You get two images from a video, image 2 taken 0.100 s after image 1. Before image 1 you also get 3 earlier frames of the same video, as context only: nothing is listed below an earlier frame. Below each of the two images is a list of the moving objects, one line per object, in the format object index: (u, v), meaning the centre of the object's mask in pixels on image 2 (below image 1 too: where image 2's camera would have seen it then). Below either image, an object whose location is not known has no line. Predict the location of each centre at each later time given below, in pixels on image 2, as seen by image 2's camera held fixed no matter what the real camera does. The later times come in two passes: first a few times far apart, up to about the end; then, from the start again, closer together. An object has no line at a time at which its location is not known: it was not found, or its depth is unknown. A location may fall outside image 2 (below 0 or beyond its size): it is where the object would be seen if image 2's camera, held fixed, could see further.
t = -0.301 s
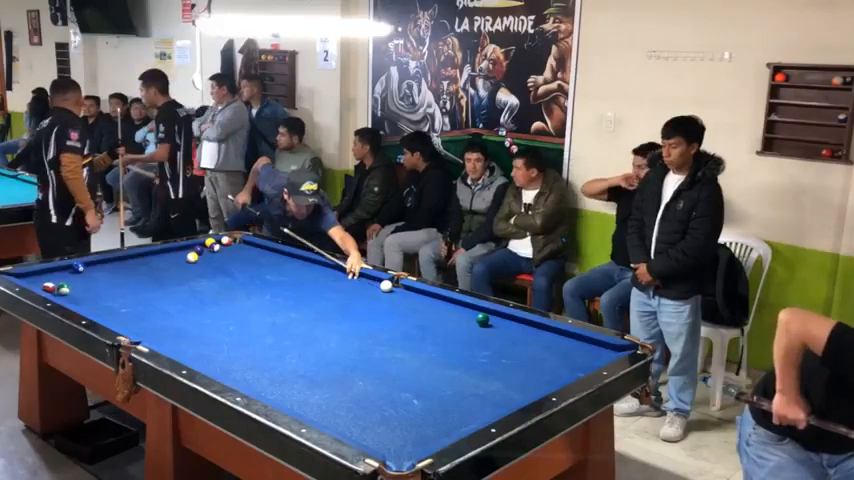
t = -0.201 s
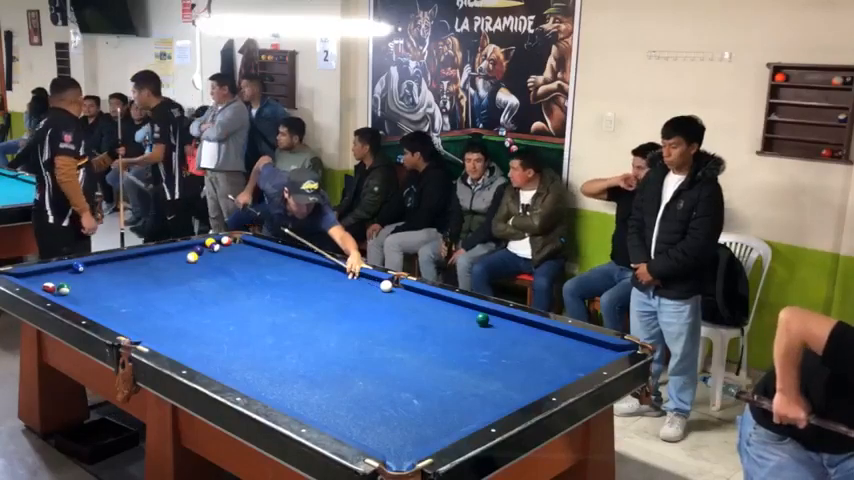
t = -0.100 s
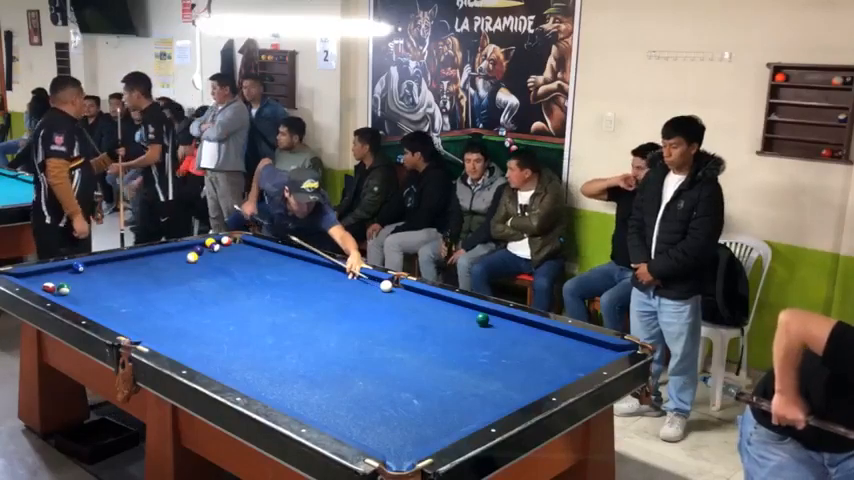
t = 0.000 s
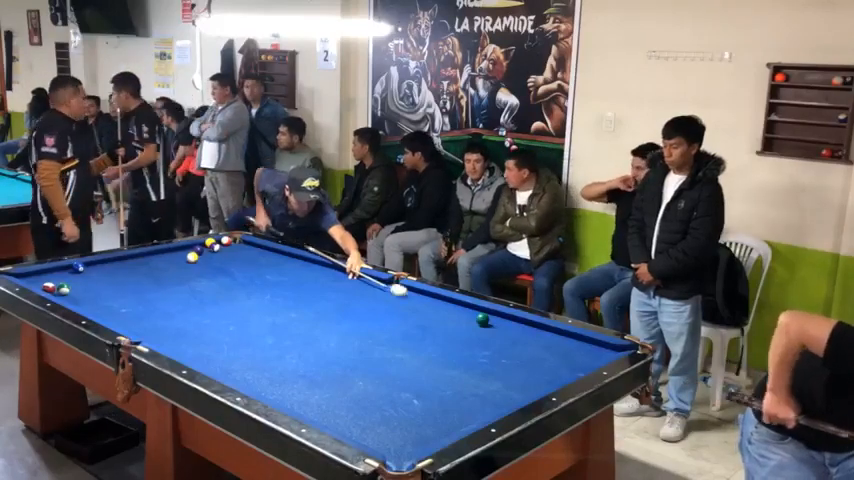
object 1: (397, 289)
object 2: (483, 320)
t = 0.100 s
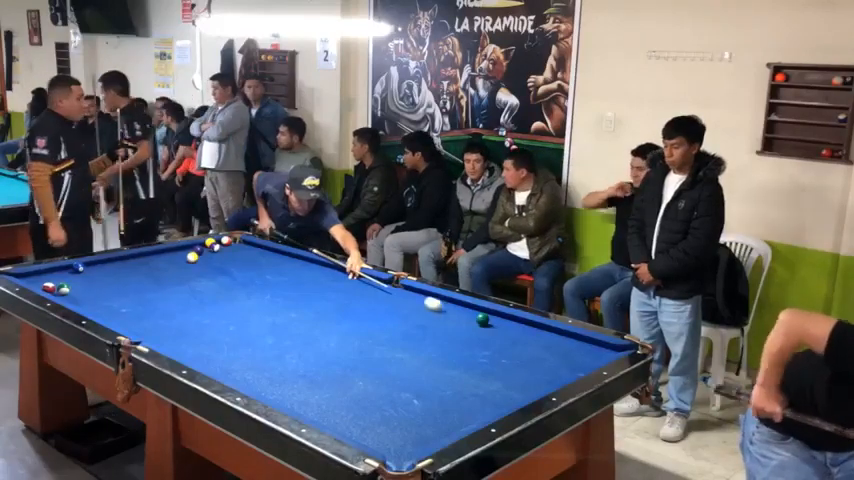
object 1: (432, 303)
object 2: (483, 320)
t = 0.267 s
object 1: (469, 325)
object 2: (500, 321)
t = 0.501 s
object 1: (477, 355)
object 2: (529, 327)
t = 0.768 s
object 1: (491, 397)
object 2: (543, 338)
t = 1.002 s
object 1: (440, 415)
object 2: (554, 347)
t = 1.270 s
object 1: (350, 425)
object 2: (567, 358)
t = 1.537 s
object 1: (329, 402)
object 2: (579, 366)
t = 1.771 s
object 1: (324, 379)
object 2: (561, 369)
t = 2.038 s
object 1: (318, 357)
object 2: (539, 369)
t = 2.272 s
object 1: (313, 340)
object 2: (520, 368)
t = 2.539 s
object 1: (309, 324)
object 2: (501, 369)
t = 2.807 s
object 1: (305, 310)
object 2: (482, 369)
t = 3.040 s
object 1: (301, 299)
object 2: (467, 369)
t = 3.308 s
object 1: (297, 288)
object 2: (450, 369)
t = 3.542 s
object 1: (294, 279)
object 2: (436, 369)
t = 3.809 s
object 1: (291, 270)
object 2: (422, 370)
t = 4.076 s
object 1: (288, 262)
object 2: (409, 370)
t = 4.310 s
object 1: (287, 256)
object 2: (399, 370)
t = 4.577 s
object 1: (276, 252)
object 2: (389, 371)
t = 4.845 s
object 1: (262, 251)
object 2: (381, 371)
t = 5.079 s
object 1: (250, 250)
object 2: (375, 372)
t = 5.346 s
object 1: (237, 249)
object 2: (369, 372)
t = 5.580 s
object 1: (227, 248)
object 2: (365, 372)
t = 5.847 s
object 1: (220, 248)
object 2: (362, 372)
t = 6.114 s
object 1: (218, 248)
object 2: (360, 372)
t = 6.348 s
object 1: (217, 248)
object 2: (359, 372)
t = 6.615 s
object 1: (217, 249)
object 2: (359, 372)
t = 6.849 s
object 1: (217, 249)
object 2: (359, 372)
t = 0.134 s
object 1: (444, 308)
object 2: (483, 320)
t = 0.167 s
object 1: (455, 312)
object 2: (483, 320)
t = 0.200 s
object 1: (467, 317)
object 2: (483, 320)
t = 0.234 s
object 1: (468, 321)
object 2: (491, 320)
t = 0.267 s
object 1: (469, 325)
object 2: (500, 321)
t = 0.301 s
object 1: (470, 329)
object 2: (508, 321)
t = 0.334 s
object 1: (471, 333)
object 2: (515, 322)
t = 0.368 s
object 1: (472, 337)
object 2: (522, 323)
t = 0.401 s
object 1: (473, 341)
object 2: (524, 324)
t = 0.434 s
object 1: (475, 346)
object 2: (525, 325)
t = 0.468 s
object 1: (476, 350)
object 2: (527, 326)
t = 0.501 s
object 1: (477, 355)
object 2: (529, 327)
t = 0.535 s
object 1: (479, 360)
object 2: (531, 328)
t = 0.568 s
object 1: (481, 365)
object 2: (532, 329)
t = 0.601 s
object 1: (482, 370)
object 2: (534, 331)
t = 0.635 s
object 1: (484, 375)
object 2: (536, 332)
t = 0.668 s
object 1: (485, 380)
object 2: (537, 333)
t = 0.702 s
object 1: (487, 386)
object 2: (539, 335)
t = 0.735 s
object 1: (489, 391)
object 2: (541, 337)
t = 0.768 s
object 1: (491, 397)
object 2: (543, 338)
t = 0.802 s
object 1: (492, 402)
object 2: (543, 339)
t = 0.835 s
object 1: (493, 407)
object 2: (546, 340)
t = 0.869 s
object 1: (484, 408)
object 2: (547, 342)
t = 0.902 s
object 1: (472, 411)
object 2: (549, 343)
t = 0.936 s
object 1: (462, 413)
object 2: (550, 344)
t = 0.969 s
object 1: (451, 414)
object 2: (552, 346)
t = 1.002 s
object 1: (440, 415)
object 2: (554, 347)
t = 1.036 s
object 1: (429, 416)
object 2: (555, 348)
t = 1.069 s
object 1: (418, 418)
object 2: (557, 350)
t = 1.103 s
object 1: (408, 418)
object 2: (559, 351)
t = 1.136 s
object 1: (396, 420)
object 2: (560, 352)
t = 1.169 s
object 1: (385, 422)
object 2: (562, 354)
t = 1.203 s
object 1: (373, 422)
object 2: (563, 355)
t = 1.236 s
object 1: (362, 424)
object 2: (565, 356)
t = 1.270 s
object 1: (350, 425)
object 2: (567, 358)
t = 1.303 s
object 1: (340, 423)
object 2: (568, 359)
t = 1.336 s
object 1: (334, 421)
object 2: (570, 359)
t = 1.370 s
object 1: (333, 419)
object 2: (572, 361)
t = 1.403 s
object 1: (333, 416)
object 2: (574, 363)
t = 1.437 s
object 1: (332, 412)
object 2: (575, 364)
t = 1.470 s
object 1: (331, 409)
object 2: (577, 365)
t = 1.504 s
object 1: (330, 405)
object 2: (577, 366)
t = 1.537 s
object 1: (329, 402)
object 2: (579, 366)
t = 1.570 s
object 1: (328, 398)
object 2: (578, 367)
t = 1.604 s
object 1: (327, 395)
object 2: (575, 367)
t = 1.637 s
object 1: (327, 391)
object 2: (573, 368)
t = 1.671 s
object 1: (326, 388)
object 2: (570, 368)
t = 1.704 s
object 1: (325, 385)
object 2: (567, 369)
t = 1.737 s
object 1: (324, 382)
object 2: (564, 369)
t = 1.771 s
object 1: (324, 379)
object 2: (561, 369)
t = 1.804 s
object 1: (323, 376)
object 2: (559, 369)
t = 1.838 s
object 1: (322, 373)
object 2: (555, 369)
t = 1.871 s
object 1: (321, 370)
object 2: (553, 369)
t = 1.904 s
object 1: (320, 368)
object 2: (550, 368)
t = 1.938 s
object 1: (320, 365)
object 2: (547, 368)
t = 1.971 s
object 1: (319, 362)
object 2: (544, 369)
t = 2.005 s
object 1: (319, 360)
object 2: (542, 369)
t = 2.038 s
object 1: (318, 357)
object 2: (539, 369)
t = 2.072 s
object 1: (317, 354)
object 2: (536, 369)
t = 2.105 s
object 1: (316, 352)
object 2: (534, 369)
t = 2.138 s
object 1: (316, 349)
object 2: (531, 369)
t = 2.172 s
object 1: (315, 347)
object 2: (528, 369)
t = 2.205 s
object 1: (315, 345)
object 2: (526, 369)
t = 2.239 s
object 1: (314, 343)
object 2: (523, 369)
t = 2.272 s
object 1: (313, 340)
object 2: (520, 368)
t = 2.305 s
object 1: (313, 338)
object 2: (518, 368)
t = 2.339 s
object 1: (312, 336)
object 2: (516, 368)
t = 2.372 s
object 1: (311, 334)
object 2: (513, 368)
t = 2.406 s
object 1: (311, 332)
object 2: (510, 368)
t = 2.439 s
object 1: (311, 330)
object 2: (508, 368)
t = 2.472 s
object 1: (310, 328)
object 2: (505, 368)
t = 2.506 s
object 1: (309, 326)
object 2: (503, 368)
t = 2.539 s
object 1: (309, 324)
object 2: (501, 369)
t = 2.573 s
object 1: (308, 322)
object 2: (498, 368)
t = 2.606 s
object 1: (308, 320)
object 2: (496, 368)
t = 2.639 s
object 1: (307, 318)
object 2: (494, 368)
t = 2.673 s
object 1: (307, 317)
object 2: (491, 369)
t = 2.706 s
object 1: (306, 315)
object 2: (489, 369)
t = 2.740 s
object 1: (306, 313)
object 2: (487, 369)
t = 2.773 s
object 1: (305, 311)
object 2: (484, 369)
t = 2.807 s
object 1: (305, 310)
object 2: (482, 369)
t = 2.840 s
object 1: (304, 308)
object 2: (480, 369)
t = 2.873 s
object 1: (304, 307)
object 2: (478, 369)
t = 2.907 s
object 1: (303, 305)
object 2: (475, 369)
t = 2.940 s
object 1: (303, 303)
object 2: (473, 369)
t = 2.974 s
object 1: (302, 302)
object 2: (471, 369)
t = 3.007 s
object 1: (302, 300)
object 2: (469, 369)
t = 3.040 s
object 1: (301, 299)
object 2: (467, 369)
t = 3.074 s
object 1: (301, 297)
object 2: (464, 369)
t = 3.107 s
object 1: (300, 296)
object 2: (462, 369)
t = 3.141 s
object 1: (300, 295)
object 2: (460, 368)
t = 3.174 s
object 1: (299, 293)
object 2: (458, 369)
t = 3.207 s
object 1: (299, 292)
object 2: (456, 369)
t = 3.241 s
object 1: (298, 290)
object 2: (454, 369)
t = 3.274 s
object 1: (298, 289)
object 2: (452, 369)
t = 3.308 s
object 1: (297, 288)
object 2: (450, 369)
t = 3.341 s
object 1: (297, 286)
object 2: (448, 369)
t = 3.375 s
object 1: (297, 285)
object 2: (446, 369)
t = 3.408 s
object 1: (296, 284)
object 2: (444, 369)
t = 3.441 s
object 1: (296, 283)
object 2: (442, 369)
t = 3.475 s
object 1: (295, 281)
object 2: (440, 369)
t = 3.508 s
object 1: (295, 280)
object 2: (438, 369)
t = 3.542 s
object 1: (294, 279)
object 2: (436, 369)
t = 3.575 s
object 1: (294, 278)
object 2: (434, 369)
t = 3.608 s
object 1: (293, 276)
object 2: (433, 369)
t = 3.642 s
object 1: (293, 275)
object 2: (431, 369)
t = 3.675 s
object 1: (293, 275)
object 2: (429, 369)
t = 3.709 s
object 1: (292, 273)
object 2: (427, 369)
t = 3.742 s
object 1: (292, 272)
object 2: (426, 370)
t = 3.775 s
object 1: (292, 271)
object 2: (424, 369)
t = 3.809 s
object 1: (291, 270)
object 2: (422, 370)
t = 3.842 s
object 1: (291, 269)
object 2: (420, 369)
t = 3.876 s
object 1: (290, 268)
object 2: (418, 369)
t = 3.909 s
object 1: (290, 267)
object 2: (417, 370)
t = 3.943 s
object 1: (290, 266)
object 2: (415, 370)
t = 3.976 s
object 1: (289, 265)
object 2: (414, 369)
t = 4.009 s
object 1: (289, 264)
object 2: (412, 370)
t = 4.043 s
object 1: (289, 263)
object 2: (411, 370)
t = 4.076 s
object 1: (288, 262)
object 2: (409, 370)
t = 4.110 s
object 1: (288, 261)
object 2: (408, 370)
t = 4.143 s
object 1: (288, 260)
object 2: (406, 370)
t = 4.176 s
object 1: (288, 259)
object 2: (405, 370)
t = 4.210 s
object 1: (287, 259)
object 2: (403, 370)
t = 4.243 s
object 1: (287, 258)
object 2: (402, 370)
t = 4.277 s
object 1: (287, 257)
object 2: (401, 370)
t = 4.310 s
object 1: (287, 256)
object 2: (399, 370)
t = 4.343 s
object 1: (286, 255)
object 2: (398, 370)
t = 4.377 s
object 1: (286, 254)
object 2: (397, 370)
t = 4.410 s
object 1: (286, 253)
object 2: (395, 370)
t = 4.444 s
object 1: (284, 253)
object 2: (394, 370)
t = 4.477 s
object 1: (282, 253)
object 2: (393, 370)
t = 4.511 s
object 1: (280, 253)
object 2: (392, 371)
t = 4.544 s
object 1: (278, 252)
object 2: (390, 370)
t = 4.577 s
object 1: (276, 252)
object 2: (389, 371)
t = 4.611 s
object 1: (275, 252)
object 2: (388, 370)
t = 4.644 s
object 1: (273, 252)
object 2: (387, 371)
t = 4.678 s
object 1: (271, 252)
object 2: (386, 371)
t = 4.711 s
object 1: (269, 252)
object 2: (385, 371)
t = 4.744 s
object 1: (267, 251)
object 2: (384, 371)
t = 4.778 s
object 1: (265, 251)
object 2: (382, 371)
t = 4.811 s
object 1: (264, 251)
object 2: (382, 371)
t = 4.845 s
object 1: (262, 251)
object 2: (381, 371)
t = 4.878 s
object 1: (260, 251)
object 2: (380, 371)
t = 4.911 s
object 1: (258, 251)
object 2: (379, 371)
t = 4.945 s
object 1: (256, 251)
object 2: (378, 371)
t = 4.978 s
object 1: (255, 251)
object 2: (377, 371)
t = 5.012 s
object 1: (253, 250)
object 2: (376, 371)
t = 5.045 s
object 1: (251, 250)
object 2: (375, 371)
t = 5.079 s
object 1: (250, 250)
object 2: (375, 372)
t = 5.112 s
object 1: (248, 250)
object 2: (374, 372)
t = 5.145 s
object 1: (246, 250)
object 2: (373, 372)
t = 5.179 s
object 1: (245, 250)
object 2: (372, 372)
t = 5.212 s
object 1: (243, 249)
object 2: (371, 372)
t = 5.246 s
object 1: (242, 249)
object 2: (371, 372)
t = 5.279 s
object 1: (240, 249)
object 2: (370, 372)
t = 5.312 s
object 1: (238, 249)
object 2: (370, 372)
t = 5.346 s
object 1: (237, 249)
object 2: (369, 372)
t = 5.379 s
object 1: (236, 249)
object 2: (368, 372)
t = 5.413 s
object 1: (234, 249)
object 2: (368, 372)
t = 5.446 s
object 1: (232, 249)
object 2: (367, 372)
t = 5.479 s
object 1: (231, 248)
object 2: (367, 372)
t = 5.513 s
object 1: (230, 248)
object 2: (366, 372)
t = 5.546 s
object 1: (228, 248)
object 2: (366, 372)
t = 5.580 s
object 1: (227, 248)
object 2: (365, 372)
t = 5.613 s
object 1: (225, 248)
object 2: (365, 372)
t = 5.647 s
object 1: (224, 248)
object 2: (364, 372)
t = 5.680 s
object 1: (221, 248)
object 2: (363, 372)
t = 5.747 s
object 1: (220, 248)
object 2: (363, 372)
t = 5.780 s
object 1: (220, 248)
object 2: (362, 372)
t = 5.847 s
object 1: (220, 248)
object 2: (362, 372)
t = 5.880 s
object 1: (220, 248)
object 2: (362, 372)
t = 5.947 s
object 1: (219, 248)
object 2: (361, 372)
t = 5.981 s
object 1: (219, 248)
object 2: (360, 372)
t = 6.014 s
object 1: (219, 248)
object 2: (360, 372)
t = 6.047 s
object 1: (218, 248)
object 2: (360, 372)
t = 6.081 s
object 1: (218, 248)
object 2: (360, 372)
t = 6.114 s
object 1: (218, 248)
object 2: (360, 372)
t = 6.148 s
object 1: (218, 248)
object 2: (360, 372)
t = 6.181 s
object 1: (218, 248)
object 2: (360, 372)
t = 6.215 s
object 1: (218, 248)
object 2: (360, 372)
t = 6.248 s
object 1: (218, 248)
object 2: (359, 372)
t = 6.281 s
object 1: (217, 248)
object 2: (359, 372)
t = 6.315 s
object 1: (217, 248)
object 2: (359, 372)
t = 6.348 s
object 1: (217, 248)
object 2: (359, 372)
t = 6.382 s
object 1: (217, 248)
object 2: (359, 372)
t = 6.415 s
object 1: (217, 249)
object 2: (359, 372)
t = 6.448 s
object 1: (217, 249)
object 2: (359, 372)
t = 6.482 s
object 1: (217, 249)
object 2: (359, 372)
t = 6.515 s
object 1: (217, 249)
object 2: (359, 372)
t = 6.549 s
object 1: (217, 249)
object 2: (359, 372)
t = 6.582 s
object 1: (217, 249)
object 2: (359, 372)
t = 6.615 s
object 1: (217, 249)
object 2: (359, 372)
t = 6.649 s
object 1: (217, 249)
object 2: (359, 372)
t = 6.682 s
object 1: (217, 249)
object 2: (359, 372)
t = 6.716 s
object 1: (217, 249)
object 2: (359, 372)
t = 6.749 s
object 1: (217, 249)
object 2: (359, 372)
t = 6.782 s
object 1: (217, 249)
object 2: (359, 372)
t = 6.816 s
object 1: (217, 249)
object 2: (359, 372)
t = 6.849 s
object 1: (217, 249)
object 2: (359, 372)
